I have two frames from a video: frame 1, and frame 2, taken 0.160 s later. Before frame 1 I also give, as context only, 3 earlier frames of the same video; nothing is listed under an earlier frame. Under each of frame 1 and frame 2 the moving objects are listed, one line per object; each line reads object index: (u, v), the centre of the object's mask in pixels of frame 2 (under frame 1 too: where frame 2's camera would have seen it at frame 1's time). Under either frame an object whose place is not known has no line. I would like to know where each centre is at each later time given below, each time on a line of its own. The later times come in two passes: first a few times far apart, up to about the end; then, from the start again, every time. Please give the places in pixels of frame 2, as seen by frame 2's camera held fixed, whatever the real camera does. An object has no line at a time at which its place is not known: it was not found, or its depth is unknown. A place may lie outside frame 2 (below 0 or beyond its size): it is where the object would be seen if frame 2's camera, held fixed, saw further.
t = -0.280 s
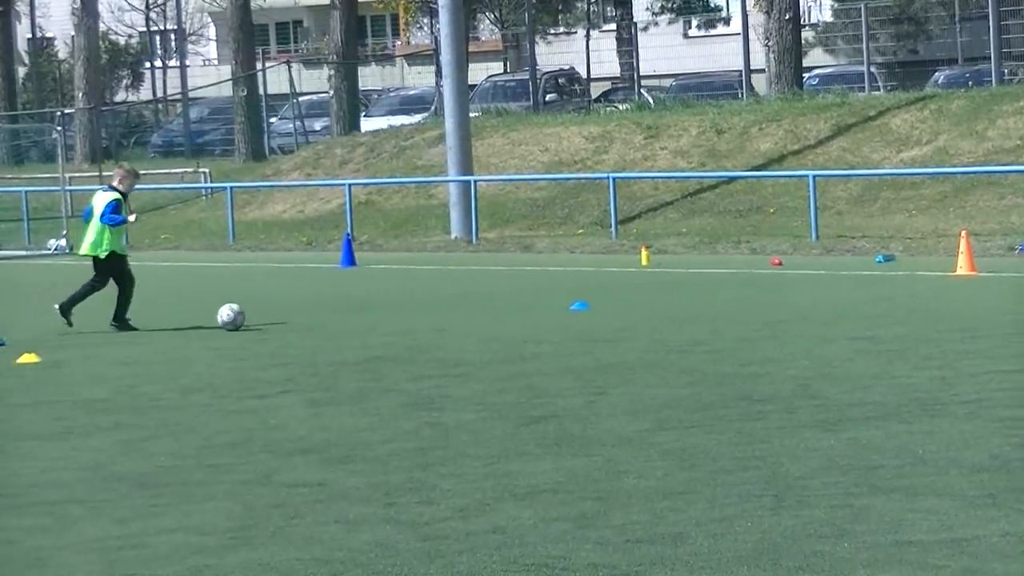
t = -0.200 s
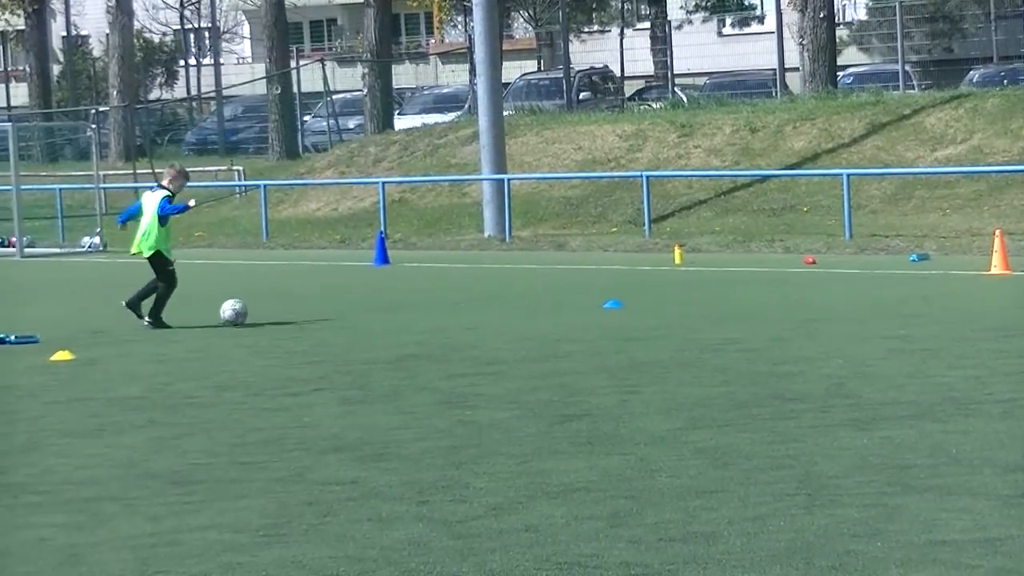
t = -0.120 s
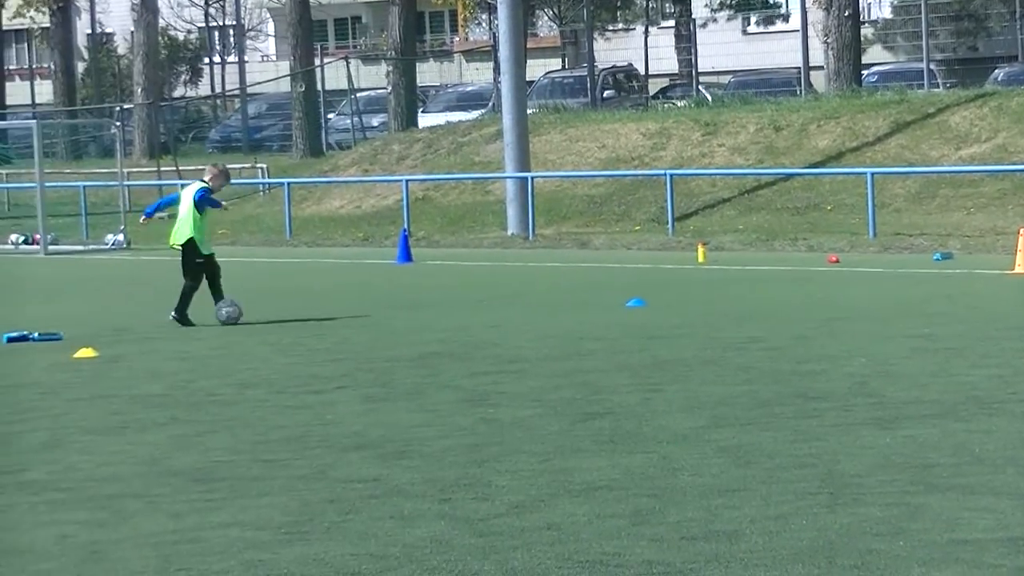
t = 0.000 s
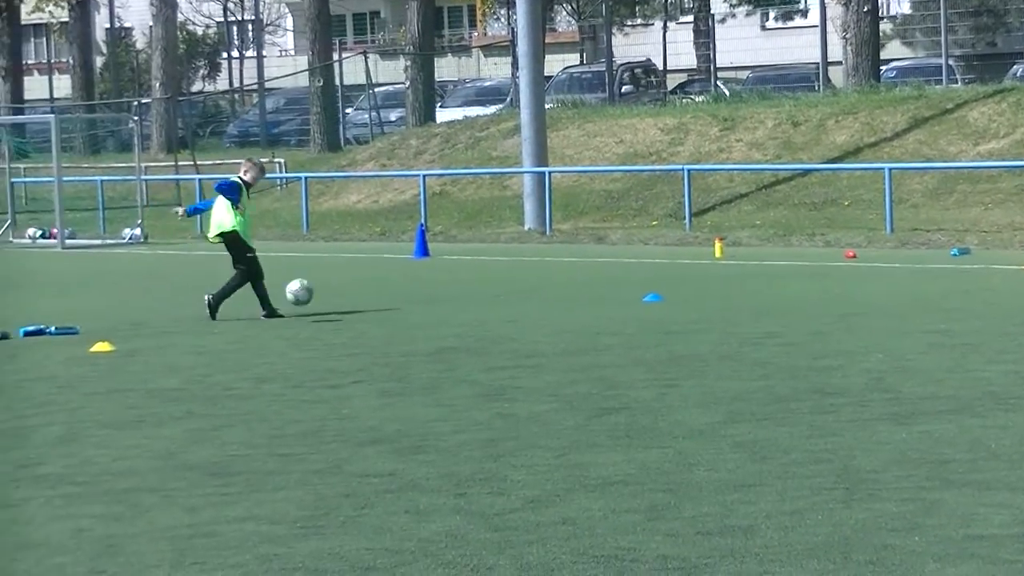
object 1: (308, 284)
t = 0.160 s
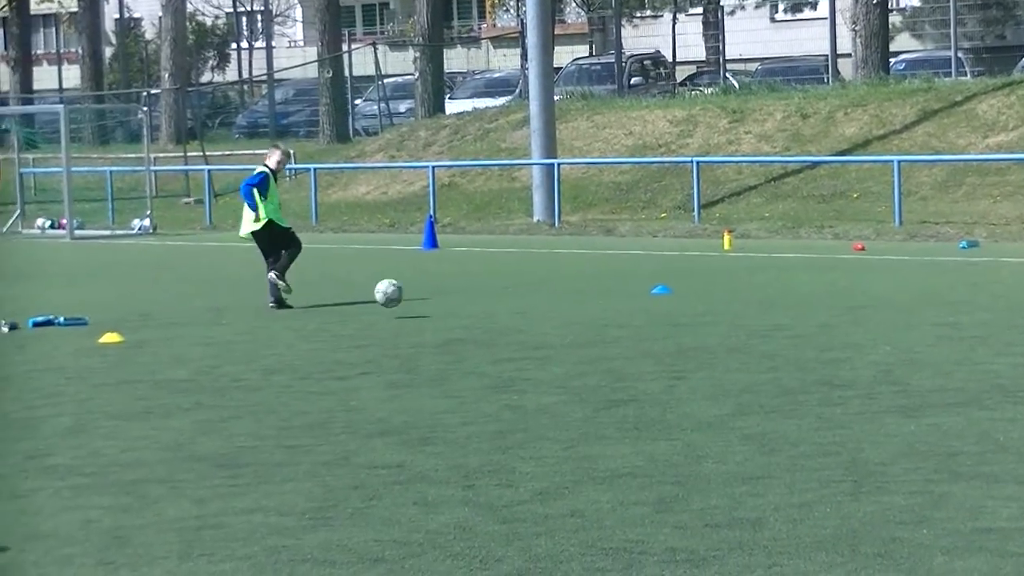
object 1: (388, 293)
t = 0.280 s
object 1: (442, 301)
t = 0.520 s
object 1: (529, 310)
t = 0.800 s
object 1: (608, 318)
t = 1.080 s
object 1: (689, 330)
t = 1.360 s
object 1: (768, 335)
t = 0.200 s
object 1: (410, 301)
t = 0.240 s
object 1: (428, 306)
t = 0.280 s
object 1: (442, 301)
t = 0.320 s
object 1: (457, 299)
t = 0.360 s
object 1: (471, 299)
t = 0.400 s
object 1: (486, 302)
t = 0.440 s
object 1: (502, 307)
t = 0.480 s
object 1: (518, 314)
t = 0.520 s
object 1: (529, 310)
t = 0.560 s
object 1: (540, 307)
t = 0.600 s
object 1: (552, 306)
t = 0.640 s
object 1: (563, 308)
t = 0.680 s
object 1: (574, 313)
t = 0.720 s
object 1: (586, 320)
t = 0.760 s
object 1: (597, 321)
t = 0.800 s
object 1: (608, 318)
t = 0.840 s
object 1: (620, 319)
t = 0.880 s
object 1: (631, 323)
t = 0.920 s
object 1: (643, 327)
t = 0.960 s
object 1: (654, 325)
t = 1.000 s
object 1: (666, 325)
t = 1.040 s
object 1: (678, 328)
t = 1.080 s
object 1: (689, 330)
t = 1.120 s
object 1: (701, 328)
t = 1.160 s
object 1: (712, 328)
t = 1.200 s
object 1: (724, 331)
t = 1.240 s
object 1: (735, 335)
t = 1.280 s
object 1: (746, 333)
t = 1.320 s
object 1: (757, 333)
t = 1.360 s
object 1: (768, 335)
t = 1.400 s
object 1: (780, 341)
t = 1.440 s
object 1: (791, 340)
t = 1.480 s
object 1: (802, 340)
